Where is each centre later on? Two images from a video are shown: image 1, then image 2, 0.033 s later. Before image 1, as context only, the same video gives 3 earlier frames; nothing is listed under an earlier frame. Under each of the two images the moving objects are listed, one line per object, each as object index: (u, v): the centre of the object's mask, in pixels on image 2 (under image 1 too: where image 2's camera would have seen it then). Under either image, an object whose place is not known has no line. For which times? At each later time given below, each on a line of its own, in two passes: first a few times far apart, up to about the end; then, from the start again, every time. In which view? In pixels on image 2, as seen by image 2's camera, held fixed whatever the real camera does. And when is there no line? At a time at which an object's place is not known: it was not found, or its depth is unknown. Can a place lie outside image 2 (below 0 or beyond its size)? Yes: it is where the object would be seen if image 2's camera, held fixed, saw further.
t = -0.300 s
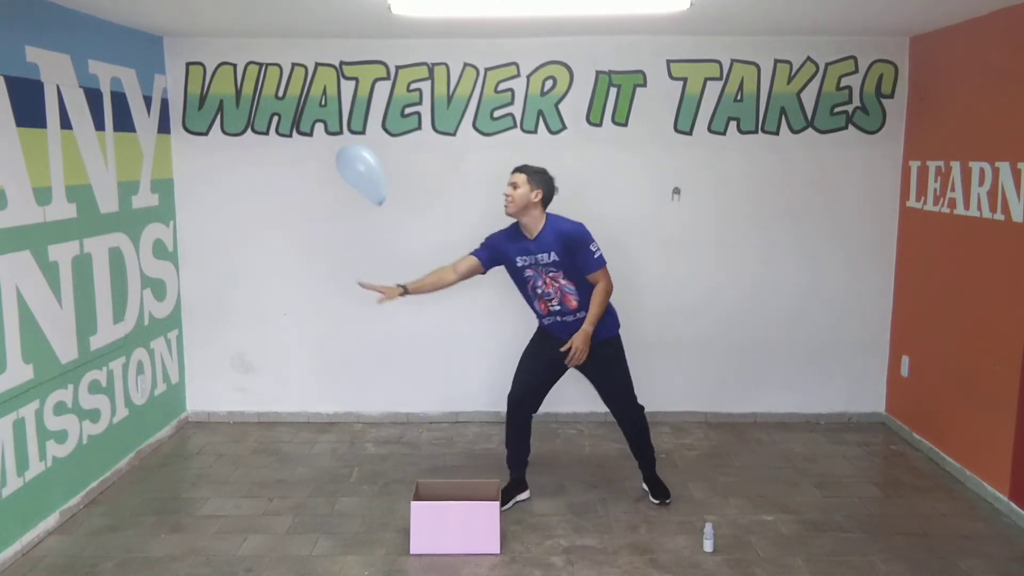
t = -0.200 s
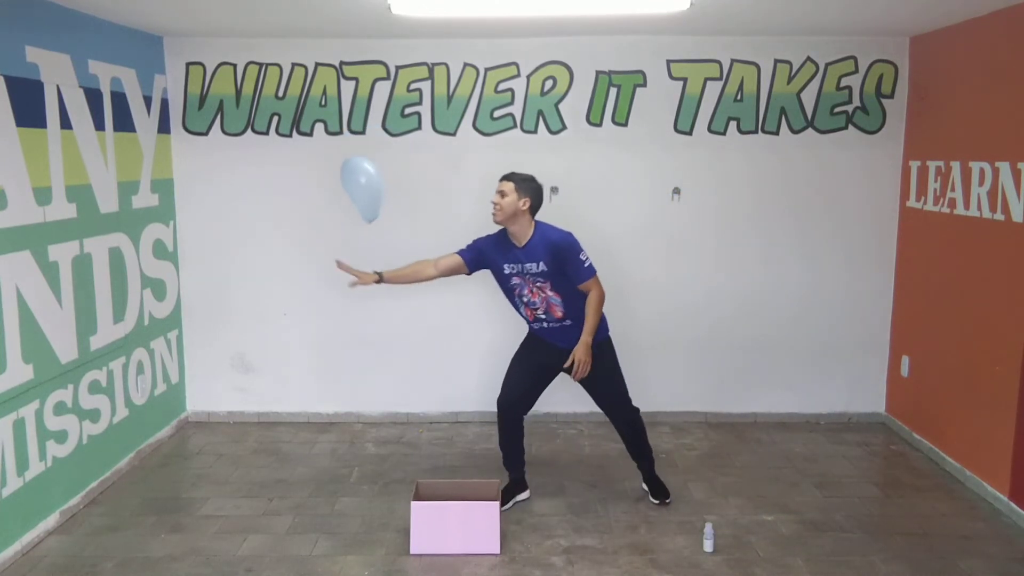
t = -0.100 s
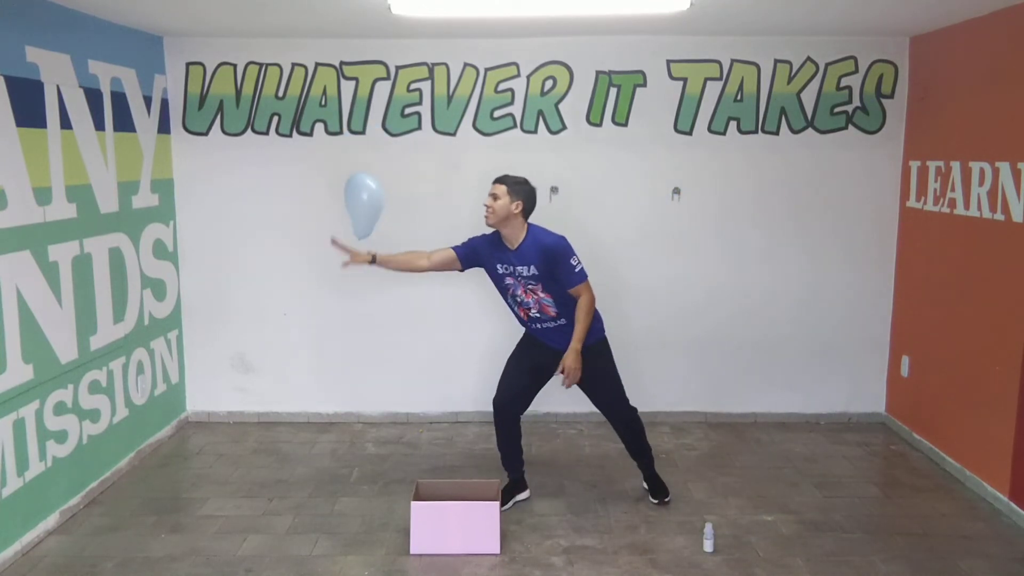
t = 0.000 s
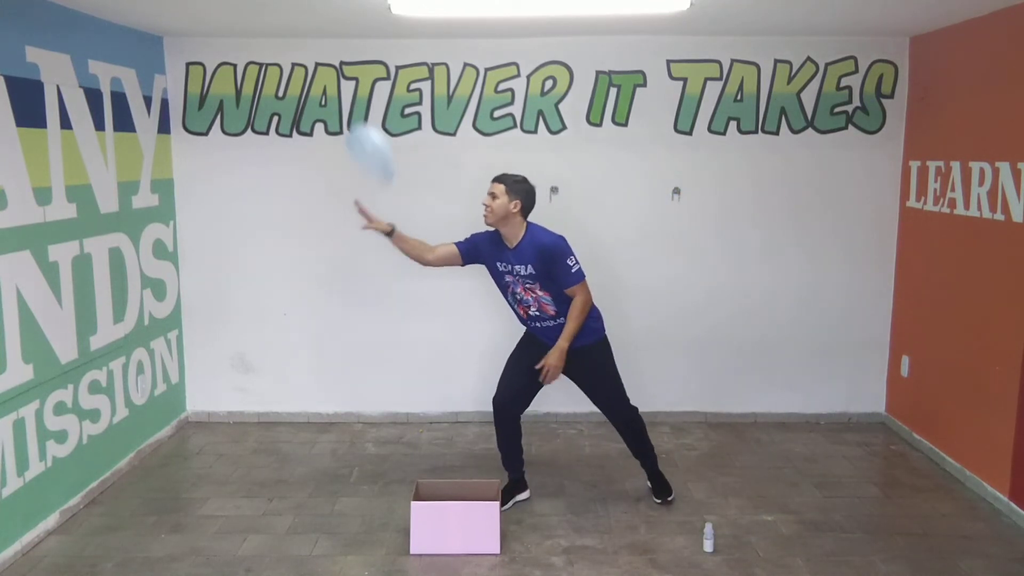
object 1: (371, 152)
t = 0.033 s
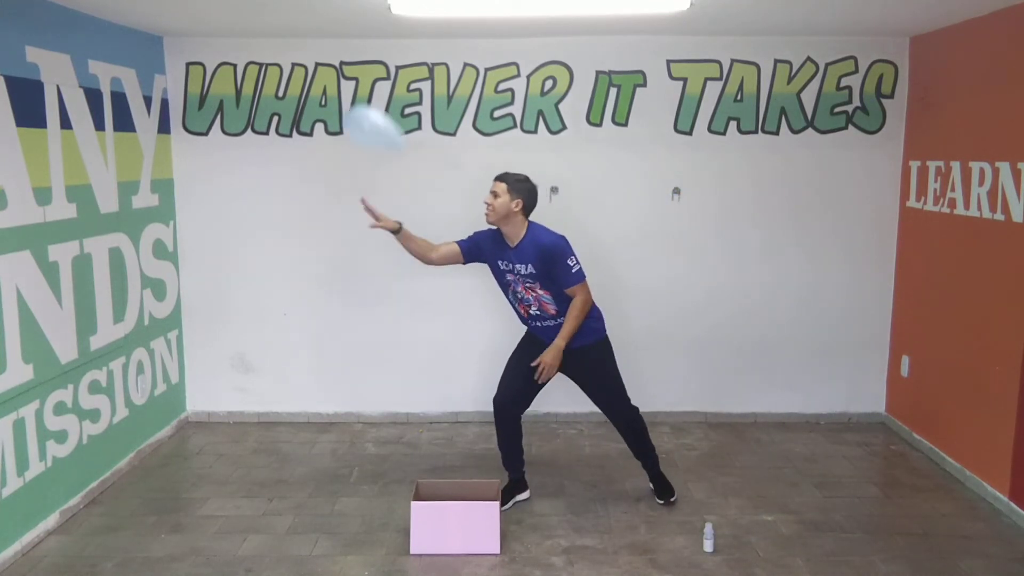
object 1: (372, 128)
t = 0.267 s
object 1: (379, 39)
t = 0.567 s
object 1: (373, 29)
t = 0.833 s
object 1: (374, 58)
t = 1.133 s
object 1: (368, 112)
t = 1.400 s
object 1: (364, 164)
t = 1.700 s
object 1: (352, 224)
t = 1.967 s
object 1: (328, 273)
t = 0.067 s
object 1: (374, 110)
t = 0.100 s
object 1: (375, 95)
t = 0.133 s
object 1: (376, 80)
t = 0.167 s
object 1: (377, 68)
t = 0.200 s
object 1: (378, 57)
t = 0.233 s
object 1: (379, 48)
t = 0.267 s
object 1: (379, 39)
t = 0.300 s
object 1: (380, 33)
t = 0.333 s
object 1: (380, 27)
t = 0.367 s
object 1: (379, 25)
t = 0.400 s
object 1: (378, 25)
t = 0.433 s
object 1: (377, 24)
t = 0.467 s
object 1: (376, 25)
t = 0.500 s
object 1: (374, 27)
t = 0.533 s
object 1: (373, 28)
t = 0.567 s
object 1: (373, 29)
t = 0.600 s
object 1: (372, 30)
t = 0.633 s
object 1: (372, 34)
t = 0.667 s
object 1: (372, 36)
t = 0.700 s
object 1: (373, 41)
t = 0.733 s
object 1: (373, 44)
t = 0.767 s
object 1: (373, 48)
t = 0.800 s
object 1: (374, 53)
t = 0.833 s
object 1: (374, 58)
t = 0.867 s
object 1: (374, 63)
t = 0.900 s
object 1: (374, 69)
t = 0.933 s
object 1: (374, 75)
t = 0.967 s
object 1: (373, 81)
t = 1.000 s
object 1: (373, 87)
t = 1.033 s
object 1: (371, 94)
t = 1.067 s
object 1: (371, 100)
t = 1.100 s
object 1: (370, 106)
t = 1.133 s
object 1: (368, 112)
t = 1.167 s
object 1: (377, 116)
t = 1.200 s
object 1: (367, 124)
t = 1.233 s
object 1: (366, 131)
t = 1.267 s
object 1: (366, 137)
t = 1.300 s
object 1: (365, 143)
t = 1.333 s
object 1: (364, 150)
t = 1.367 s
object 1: (364, 157)
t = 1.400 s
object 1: (364, 164)
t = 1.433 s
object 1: (363, 171)
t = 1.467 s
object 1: (362, 178)
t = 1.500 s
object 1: (361, 185)
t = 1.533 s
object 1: (361, 192)
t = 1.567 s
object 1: (359, 199)
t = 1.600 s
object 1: (358, 205)
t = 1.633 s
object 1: (356, 212)
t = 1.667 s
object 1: (354, 218)
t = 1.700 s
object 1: (352, 224)
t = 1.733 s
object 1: (350, 231)
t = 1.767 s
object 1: (347, 237)
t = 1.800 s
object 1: (344, 242)
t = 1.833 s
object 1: (341, 249)
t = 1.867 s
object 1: (338, 254)
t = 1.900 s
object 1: (335, 261)
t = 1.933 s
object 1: (331, 267)
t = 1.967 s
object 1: (328, 273)
